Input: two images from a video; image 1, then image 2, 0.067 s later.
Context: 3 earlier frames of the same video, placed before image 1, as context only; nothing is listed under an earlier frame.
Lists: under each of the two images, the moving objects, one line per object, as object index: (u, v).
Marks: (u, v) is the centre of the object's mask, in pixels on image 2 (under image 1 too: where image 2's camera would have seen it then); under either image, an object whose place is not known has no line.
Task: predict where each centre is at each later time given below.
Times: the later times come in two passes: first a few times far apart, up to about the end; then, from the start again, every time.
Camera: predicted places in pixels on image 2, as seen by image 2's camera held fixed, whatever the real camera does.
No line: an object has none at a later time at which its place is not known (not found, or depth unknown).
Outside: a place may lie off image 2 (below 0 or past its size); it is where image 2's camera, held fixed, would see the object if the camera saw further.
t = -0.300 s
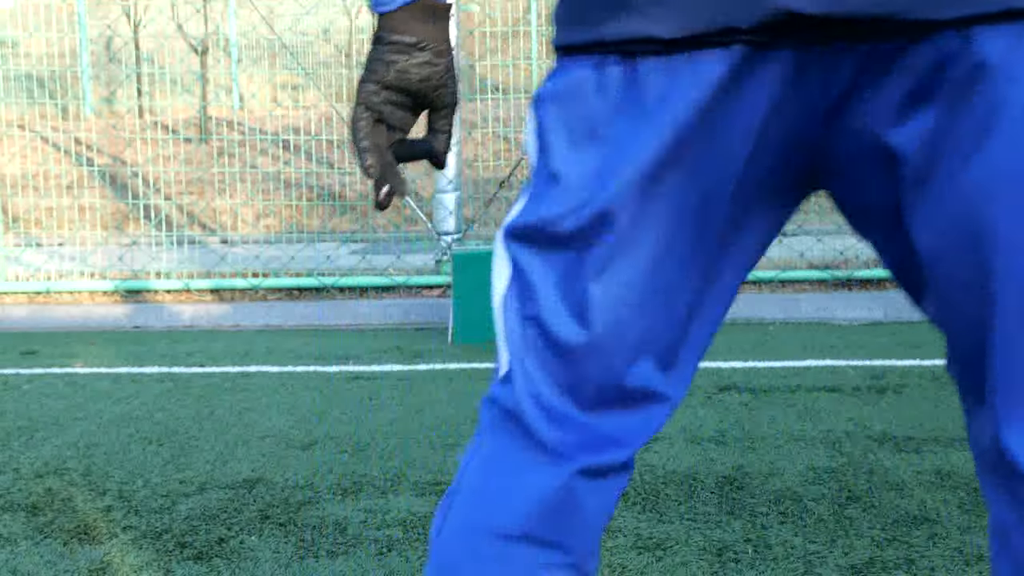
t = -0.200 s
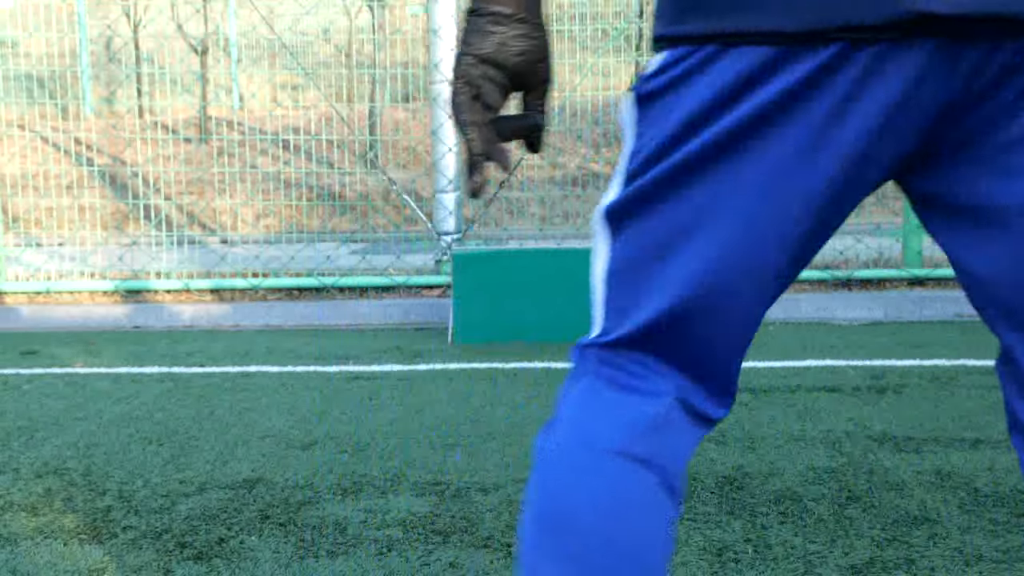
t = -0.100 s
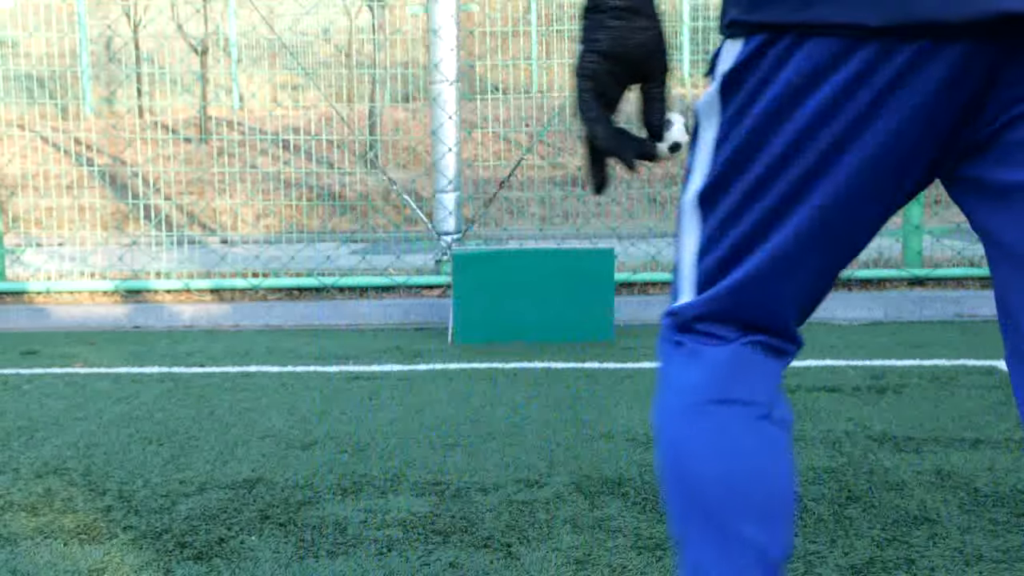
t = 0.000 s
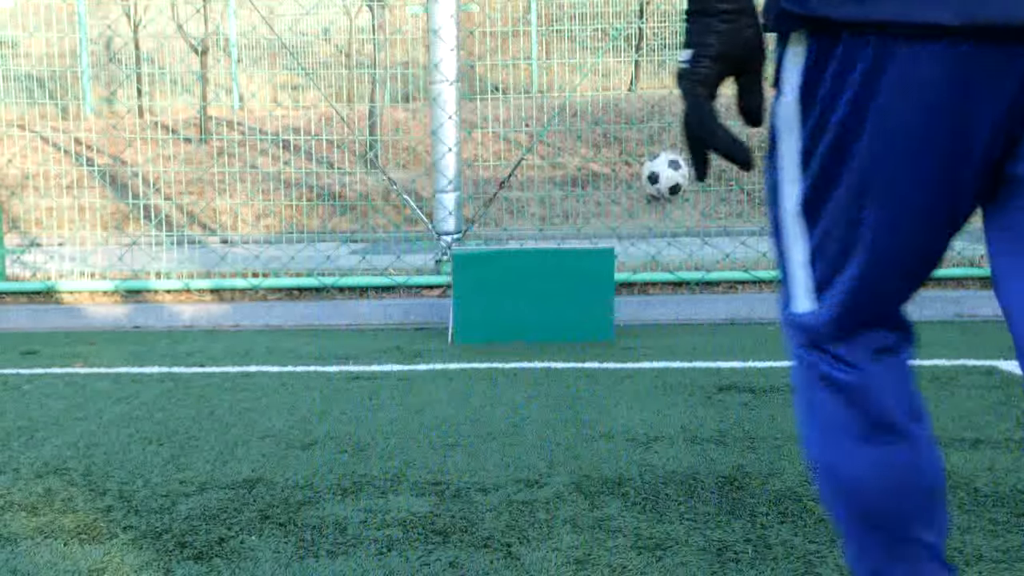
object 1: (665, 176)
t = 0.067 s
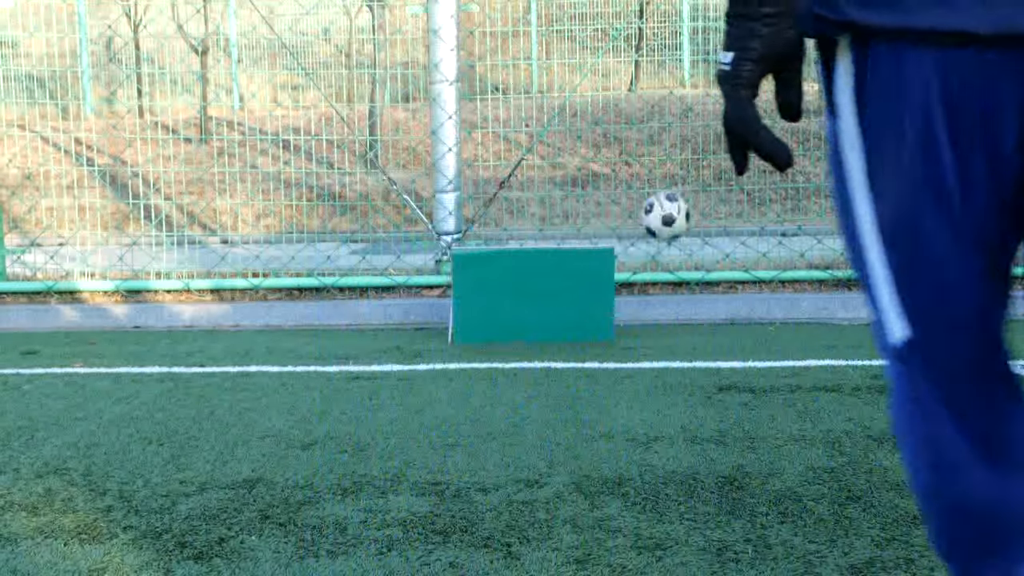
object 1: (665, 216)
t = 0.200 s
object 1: (667, 249)
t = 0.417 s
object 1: (679, 294)
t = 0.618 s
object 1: (696, 285)
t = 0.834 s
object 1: (715, 306)
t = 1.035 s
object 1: (731, 318)
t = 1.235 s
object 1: (750, 330)
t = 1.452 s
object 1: (771, 335)
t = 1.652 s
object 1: (789, 340)
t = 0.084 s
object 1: (665, 227)
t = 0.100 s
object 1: (665, 241)
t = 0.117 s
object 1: (665, 252)
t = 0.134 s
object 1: (666, 255)
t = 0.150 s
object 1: (667, 253)
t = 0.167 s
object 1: (667, 250)
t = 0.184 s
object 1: (667, 249)
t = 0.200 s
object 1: (667, 249)
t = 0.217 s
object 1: (668, 248)
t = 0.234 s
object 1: (669, 248)
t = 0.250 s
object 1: (670, 249)
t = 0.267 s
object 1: (671, 250)
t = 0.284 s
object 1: (672, 253)
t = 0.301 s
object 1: (672, 255)
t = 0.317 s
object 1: (673, 258)
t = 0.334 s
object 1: (675, 262)
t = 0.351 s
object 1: (676, 268)
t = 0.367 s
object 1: (676, 274)
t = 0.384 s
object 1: (676, 279)
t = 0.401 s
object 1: (678, 286)
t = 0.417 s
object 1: (679, 294)
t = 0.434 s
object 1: (679, 303)
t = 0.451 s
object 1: (681, 309)
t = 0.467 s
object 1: (682, 306)
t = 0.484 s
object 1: (684, 300)
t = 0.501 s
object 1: (685, 296)
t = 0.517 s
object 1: (687, 293)
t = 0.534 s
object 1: (689, 290)
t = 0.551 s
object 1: (690, 288)
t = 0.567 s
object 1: (691, 287)
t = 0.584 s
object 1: (693, 285)
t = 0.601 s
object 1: (695, 285)
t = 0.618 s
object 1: (696, 285)
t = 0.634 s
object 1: (697, 286)
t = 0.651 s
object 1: (699, 288)
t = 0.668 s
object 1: (701, 290)
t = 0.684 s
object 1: (702, 293)
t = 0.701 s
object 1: (704, 297)
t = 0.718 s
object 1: (705, 301)
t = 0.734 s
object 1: (707, 306)
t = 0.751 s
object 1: (708, 311)
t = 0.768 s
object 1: (710, 315)
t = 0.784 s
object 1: (711, 311)
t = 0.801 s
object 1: (713, 309)
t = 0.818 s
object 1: (714, 307)
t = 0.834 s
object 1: (715, 306)
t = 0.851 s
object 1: (716, 306)
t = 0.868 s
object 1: (717, 306)
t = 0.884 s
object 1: (718, 307)
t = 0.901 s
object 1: (719, 309)
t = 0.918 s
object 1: (721, 311)
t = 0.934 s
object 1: (722, 314)
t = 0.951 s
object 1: (724, 318)
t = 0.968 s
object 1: (725, 322)
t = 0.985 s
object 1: (726, 321)
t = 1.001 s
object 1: (728, 319)
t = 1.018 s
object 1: (729, 318)
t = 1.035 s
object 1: (731, 318)
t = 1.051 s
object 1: (732, 319)
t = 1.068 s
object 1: (734, 321)
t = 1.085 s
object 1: (736, 323)
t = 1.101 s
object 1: (737, 326)
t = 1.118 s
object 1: (738, 326)
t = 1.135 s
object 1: (740, 325)
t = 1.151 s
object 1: (742, 326)
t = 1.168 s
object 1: (743, 327)
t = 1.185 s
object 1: (745, 328)
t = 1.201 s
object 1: (747, 329)
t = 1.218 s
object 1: (748, 329)
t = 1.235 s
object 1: (750, 330)
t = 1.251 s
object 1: (751, 330)
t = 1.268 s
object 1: (753, 330)
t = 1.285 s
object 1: (755, 330)
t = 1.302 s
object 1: (756, 331)
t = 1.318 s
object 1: (758, 332)
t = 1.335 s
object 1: (760, 332)
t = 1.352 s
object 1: (761, 333)
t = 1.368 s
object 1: (763, 333)
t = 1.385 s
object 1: (764, 333)
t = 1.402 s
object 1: (766, 333)
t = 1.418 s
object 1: (767, 334)
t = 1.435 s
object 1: (769, 334)
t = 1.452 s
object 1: (771, 335)
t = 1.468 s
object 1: (772, 335)
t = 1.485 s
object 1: (774, 336)
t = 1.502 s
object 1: (776, 336)
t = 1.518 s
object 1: (777, 337)
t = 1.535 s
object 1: (779, 337)
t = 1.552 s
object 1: (780, 338)
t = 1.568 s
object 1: (781, 338)
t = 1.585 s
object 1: (783, 338)
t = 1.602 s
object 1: (784, 339)
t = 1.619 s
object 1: (786, 339)
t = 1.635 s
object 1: (787, 340)
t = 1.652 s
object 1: (789, 340)
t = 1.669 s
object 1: (791, 340)
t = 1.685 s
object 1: (792, 341)
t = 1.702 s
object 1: (794, 341)
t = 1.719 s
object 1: (795, 341)
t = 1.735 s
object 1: (796, 342)
